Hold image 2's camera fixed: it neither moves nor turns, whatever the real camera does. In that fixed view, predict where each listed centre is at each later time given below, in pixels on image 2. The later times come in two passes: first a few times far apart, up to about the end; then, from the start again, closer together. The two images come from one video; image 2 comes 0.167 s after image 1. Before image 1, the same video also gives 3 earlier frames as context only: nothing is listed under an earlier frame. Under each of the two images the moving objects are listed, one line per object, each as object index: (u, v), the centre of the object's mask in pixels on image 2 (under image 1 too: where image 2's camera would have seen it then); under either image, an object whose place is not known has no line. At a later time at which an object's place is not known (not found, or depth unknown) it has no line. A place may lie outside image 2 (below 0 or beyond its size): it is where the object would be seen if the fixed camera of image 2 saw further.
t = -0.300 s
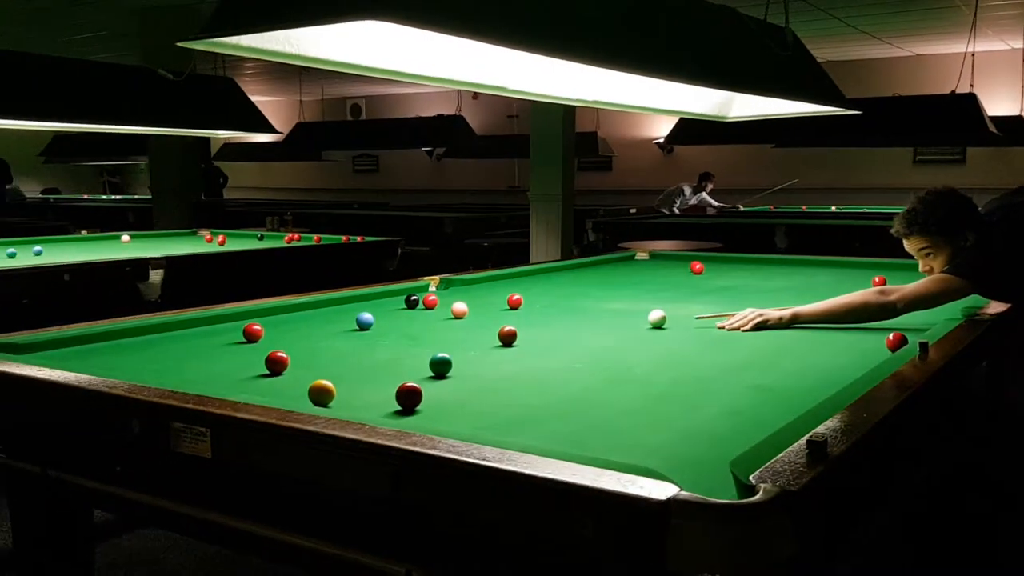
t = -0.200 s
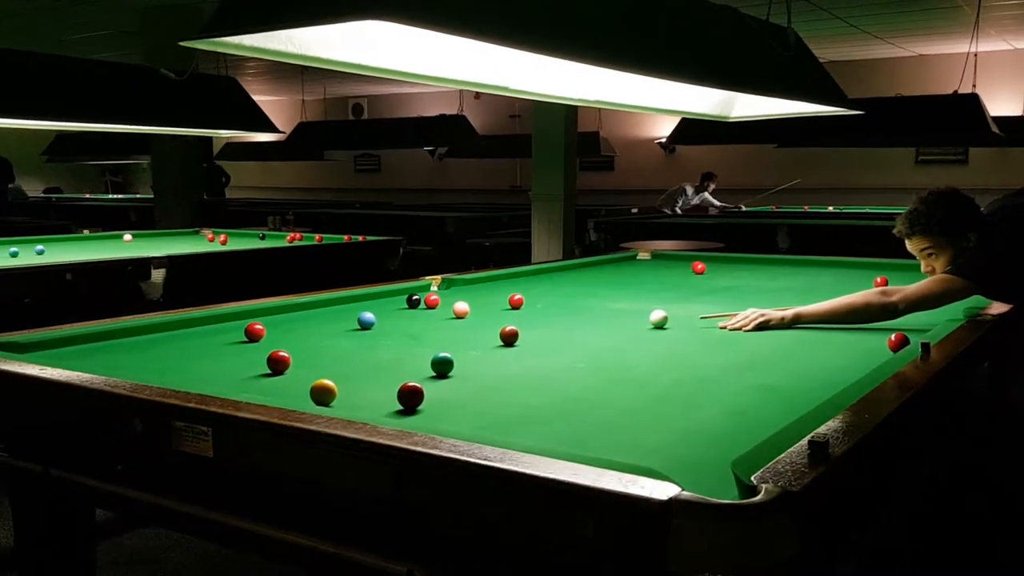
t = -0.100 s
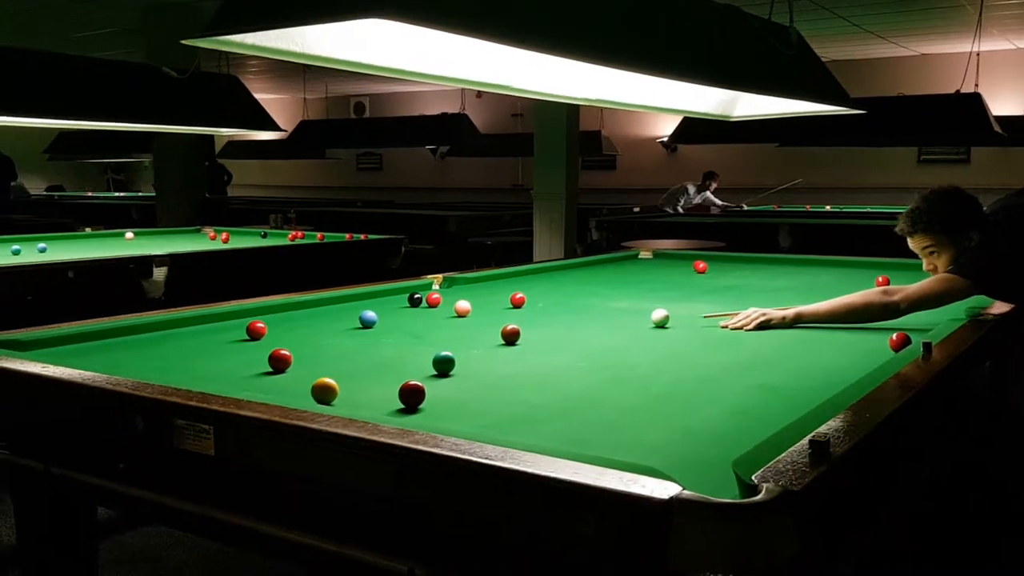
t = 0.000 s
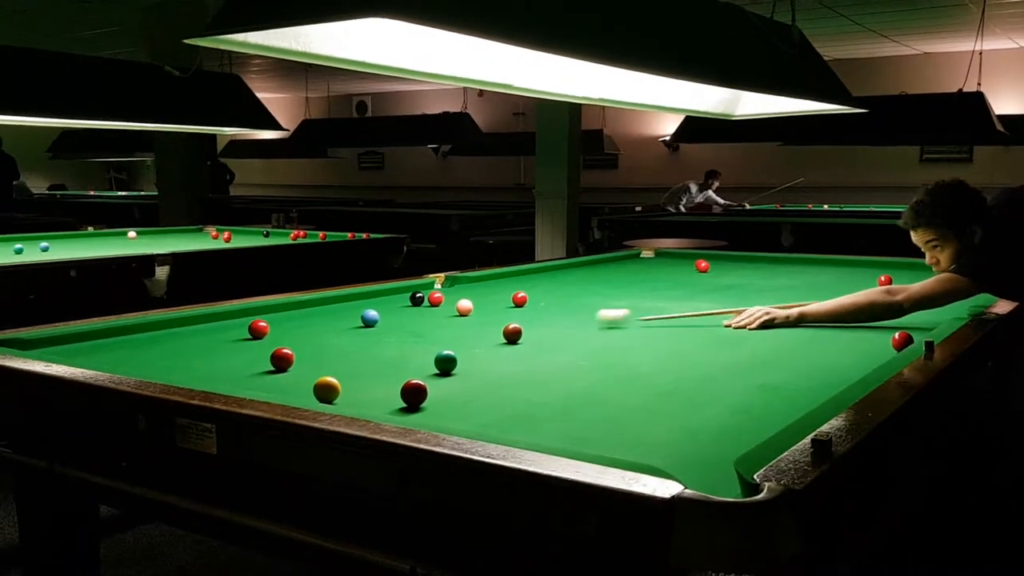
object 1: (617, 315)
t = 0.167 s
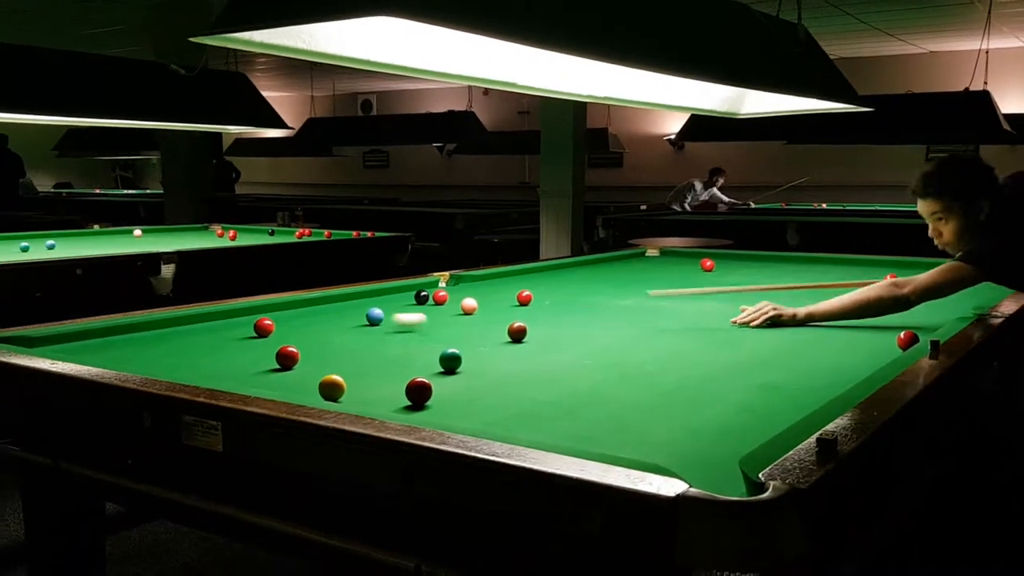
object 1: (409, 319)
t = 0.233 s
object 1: (327, 321)
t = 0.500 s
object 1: (256, 315)
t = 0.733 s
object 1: (259, 310)
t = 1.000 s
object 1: (316, 309)
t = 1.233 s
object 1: (360, 310)
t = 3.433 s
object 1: (700, 310)
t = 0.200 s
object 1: (367, 320)
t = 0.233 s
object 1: (327, 321)
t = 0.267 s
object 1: (284, 324)
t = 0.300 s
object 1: (280, 323)
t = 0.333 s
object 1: (276, 322)
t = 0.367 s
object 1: (273, 320)
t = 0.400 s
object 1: (268, 319)
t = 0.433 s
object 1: (264, 318)
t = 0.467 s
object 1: (260, 317)
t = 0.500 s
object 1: (256, 315)
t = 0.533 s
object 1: (252, 314)
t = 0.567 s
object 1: (248, 313)
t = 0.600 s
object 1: (244, 312)
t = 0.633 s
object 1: (239, 311)
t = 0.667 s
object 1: (244, 311)
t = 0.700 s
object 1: (252, 310)
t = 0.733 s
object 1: (259, 310)
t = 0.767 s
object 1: (267, 310)
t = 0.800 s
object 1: (274, 310)
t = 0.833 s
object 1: (281, 311)
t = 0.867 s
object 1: (287, 311)
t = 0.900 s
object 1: (295, 310)
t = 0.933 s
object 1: (302, 310)
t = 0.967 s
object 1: (308, 310)
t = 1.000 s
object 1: (316, 309)
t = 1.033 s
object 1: (322, 310)
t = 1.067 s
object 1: (329, 310)
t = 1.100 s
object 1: (335, 310)
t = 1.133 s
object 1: (342, 309)
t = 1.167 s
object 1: (348, 310)
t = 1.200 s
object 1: (354, 310)
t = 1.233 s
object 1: (360, 310)
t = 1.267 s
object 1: (364, 308)
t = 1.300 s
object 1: (373, 306)
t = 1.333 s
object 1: (381, 307)
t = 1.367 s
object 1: (388, 310)
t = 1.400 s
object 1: (393, 310)
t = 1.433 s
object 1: (399, 310)
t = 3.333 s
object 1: (687, 310)
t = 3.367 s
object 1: (692, 309)
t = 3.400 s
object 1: (696, 309)
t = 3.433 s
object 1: (700, 310)
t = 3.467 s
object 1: (704, 309)
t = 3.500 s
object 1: (708, 309)
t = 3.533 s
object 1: (712, 309)
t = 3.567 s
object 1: (716, 309)
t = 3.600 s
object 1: (720, 309)
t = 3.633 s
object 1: (723, 309)
